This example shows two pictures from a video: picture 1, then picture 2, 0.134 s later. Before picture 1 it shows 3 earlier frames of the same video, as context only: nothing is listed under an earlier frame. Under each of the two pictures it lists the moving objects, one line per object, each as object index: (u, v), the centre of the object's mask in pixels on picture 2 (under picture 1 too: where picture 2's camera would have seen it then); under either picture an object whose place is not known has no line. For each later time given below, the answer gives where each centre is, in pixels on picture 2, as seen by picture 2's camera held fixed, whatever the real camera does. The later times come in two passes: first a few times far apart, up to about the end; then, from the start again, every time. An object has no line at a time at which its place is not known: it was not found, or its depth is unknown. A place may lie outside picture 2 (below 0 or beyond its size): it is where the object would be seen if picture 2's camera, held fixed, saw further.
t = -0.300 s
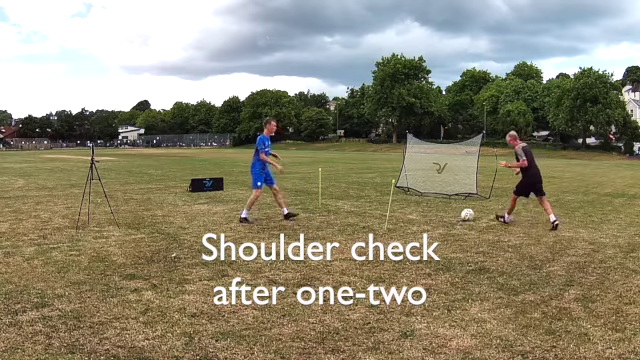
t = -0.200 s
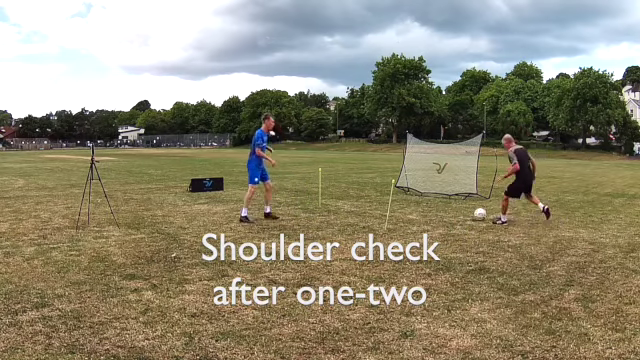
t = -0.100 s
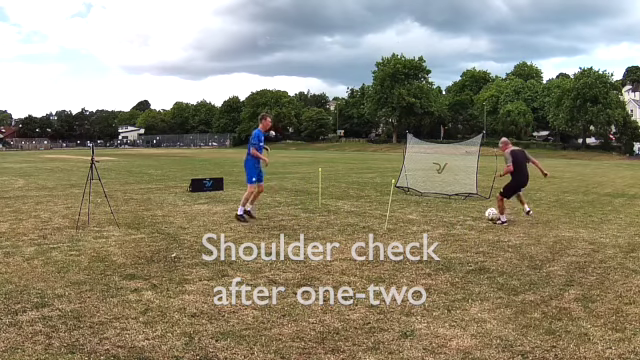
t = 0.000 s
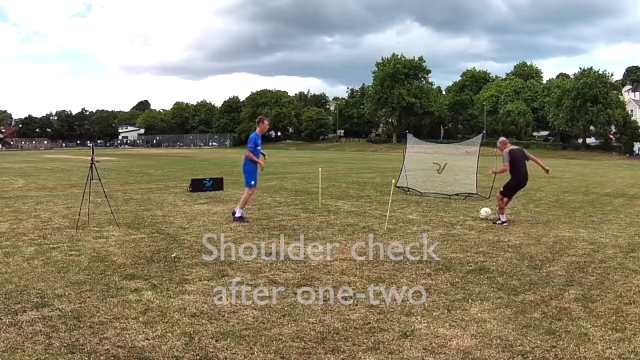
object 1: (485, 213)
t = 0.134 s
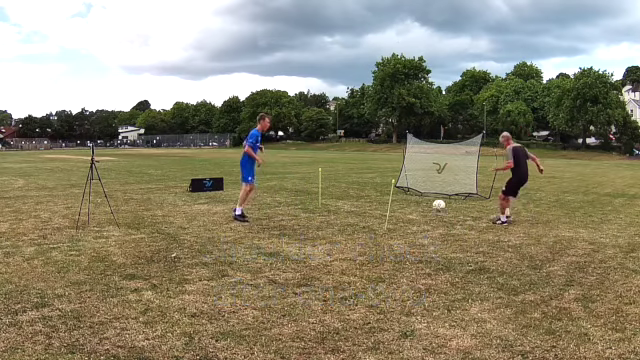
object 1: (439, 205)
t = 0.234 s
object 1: (403, 206)
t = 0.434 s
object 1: (341, 208)
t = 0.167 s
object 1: (426, 204)
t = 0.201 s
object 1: (415, 204)
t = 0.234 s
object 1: (403, 206)
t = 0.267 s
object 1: (392, 207)
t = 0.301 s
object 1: (380, 210)
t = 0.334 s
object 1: (369, 212)
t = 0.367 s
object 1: (359, 211)
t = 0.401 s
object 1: (350, 209)
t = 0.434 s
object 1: (341, 208)
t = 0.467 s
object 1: (332, 206)
